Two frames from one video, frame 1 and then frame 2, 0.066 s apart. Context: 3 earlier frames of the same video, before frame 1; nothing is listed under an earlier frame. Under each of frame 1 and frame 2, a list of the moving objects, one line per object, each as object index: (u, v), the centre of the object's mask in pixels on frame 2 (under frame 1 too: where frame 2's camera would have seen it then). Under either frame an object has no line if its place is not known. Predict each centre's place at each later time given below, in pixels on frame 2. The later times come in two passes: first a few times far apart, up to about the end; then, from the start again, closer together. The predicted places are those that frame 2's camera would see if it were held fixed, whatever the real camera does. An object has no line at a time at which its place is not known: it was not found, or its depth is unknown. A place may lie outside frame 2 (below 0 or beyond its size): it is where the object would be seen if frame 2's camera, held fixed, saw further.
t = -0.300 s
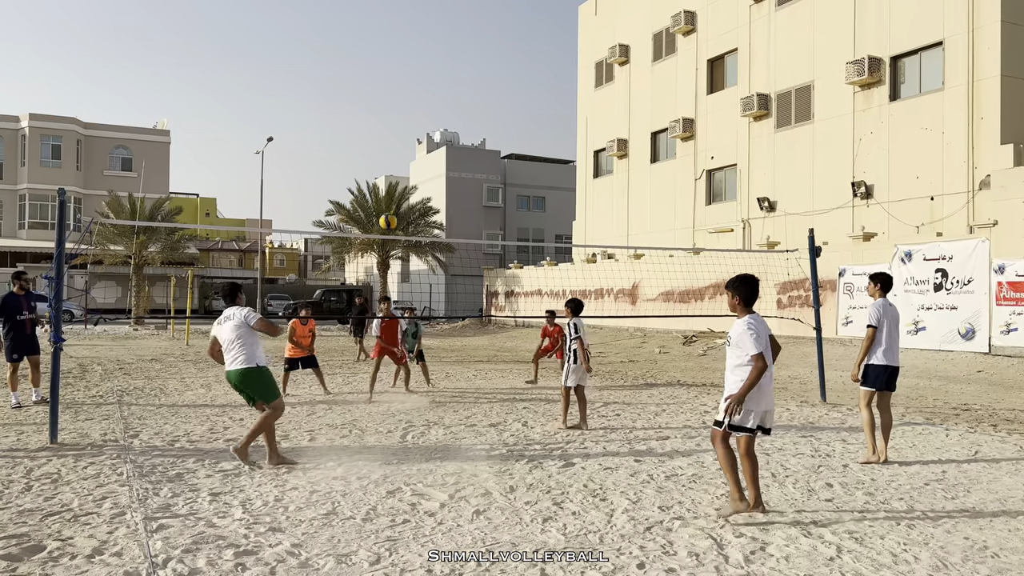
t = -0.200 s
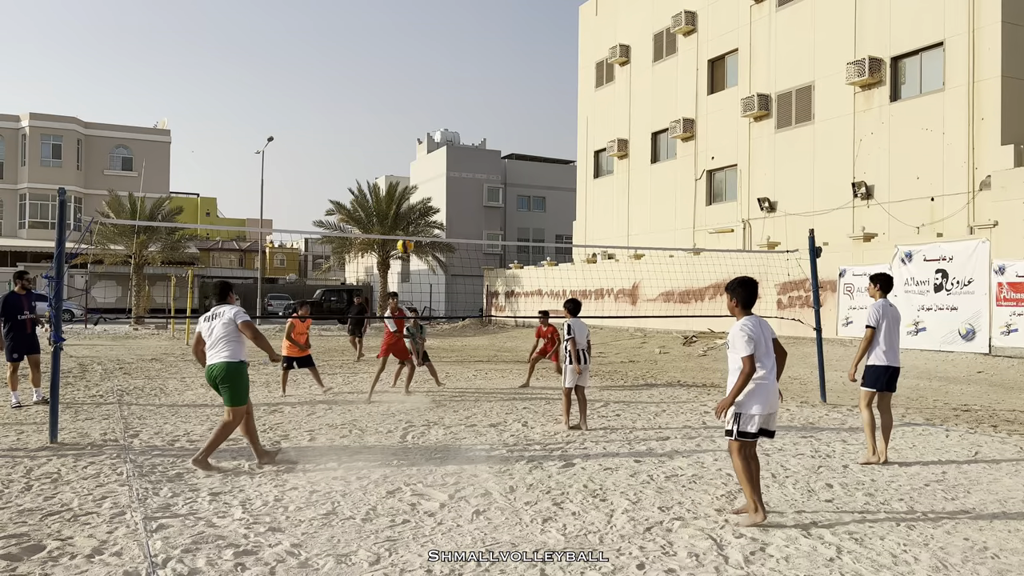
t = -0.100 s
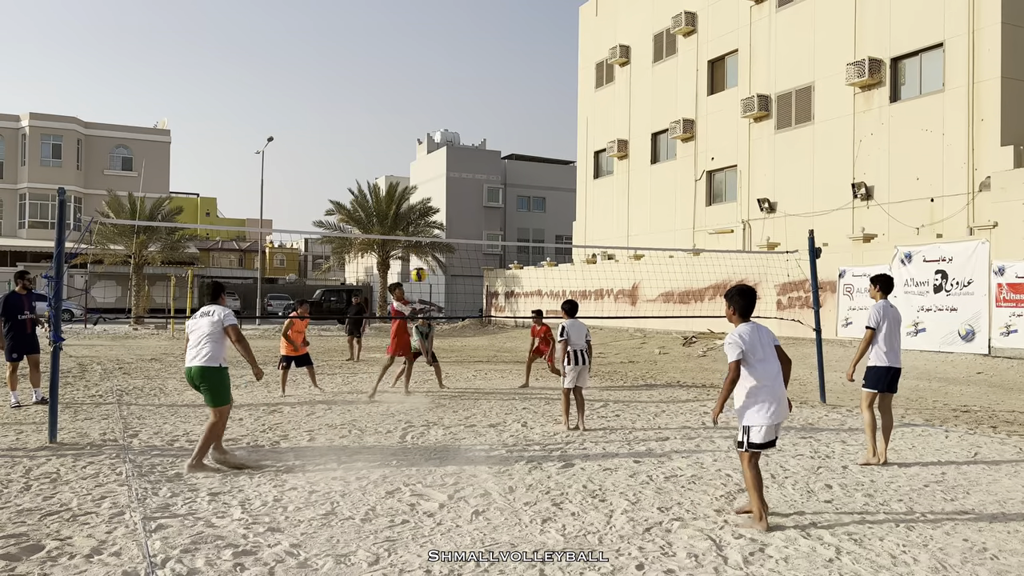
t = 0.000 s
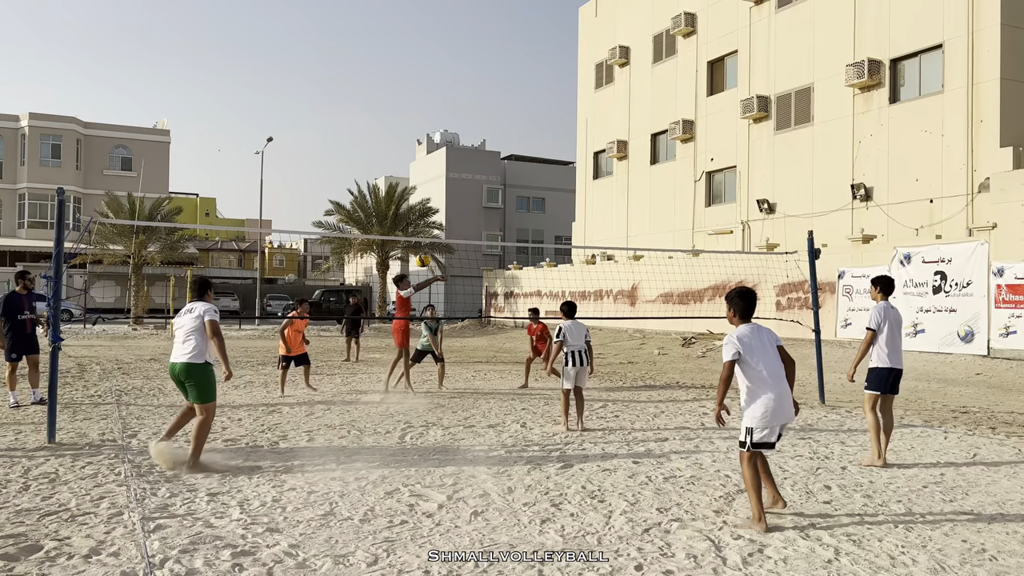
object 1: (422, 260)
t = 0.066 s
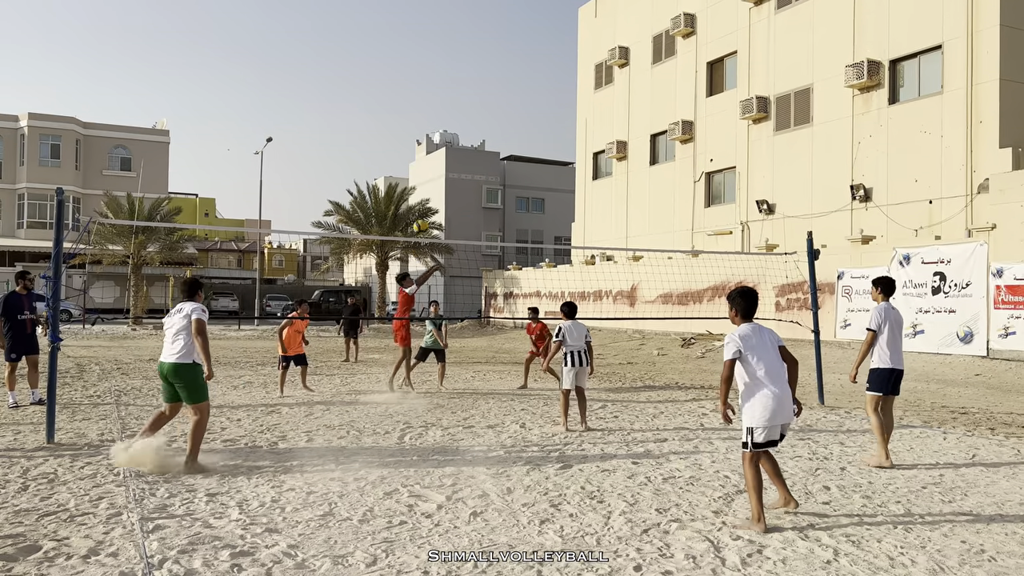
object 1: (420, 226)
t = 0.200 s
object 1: (417, 170)
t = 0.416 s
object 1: (412, 102)
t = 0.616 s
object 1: (406, 67)
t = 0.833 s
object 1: (400, 62)
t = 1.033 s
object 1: (393, 87)
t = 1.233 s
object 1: (386, 141)
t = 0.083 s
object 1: (420, 218)
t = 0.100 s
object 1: (419, 210)
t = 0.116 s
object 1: (420, 204)
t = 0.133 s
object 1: (420, 197)
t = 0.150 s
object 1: (418, 190)
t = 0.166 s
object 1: (418, 183)
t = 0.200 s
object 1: (417, 170)
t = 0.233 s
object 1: (416, 157)
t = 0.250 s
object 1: (416, 151)
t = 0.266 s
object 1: (416, 146)
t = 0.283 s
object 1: (415, 140)
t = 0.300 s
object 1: (415, 134)
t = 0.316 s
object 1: (414, 129)
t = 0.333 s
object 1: (414, 124)
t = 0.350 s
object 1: (414, 119)
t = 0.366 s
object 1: (413, 115)
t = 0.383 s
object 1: (413, 110)
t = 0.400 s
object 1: (413, 106)
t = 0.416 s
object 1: (412, 102)
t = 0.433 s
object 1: (411, 98)
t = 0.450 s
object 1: (411, 94)
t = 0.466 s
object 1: (411, 91)
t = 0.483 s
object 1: (410, 87)
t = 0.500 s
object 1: (410, 84)
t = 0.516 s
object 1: (409, 81)
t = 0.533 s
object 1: (409, 78)
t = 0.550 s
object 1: (408, 76)
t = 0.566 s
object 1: (408, 73)
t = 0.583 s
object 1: (407, 71)
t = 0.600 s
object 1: (407, 69)
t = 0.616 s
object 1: (406, 67)
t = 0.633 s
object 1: (406, 66)
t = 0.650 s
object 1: (405, 65)
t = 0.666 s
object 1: (405, 63)
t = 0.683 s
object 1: (404, 62)
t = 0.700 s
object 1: (404, 62)
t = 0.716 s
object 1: (403, 61)
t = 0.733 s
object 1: (403, 60)
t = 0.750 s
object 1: (402, 60)
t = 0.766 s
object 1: (401, 60)
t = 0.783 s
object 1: (401, 60)
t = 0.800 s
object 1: (401, 61)
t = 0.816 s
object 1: (400, 61)
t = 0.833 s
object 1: (400, 62)
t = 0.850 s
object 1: (399, 63)
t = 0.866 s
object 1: (399, 64)
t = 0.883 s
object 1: (398, 65)
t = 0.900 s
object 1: (397, 67)
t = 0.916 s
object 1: (397, 69)
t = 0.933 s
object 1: (396, 71)
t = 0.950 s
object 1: (396, 73)
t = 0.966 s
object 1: (395, 75)
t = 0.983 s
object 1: (395, 78)
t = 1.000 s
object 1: (394, 81)
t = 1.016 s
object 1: (394, 84)
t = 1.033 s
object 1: (393, 87)
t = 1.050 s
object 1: (393, 90)
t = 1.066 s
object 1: (392, 94)
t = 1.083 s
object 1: (392, 98)
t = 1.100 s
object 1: (391, 102)
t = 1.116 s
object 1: (390, 106)
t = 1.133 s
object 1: (390, 111)
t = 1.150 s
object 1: (389, 115)
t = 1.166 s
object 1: (388, 120)
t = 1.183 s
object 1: (388, 125)
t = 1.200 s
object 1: (387, 130)
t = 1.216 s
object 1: (387, 136)
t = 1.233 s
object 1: (386, 141)
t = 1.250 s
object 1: (385, 147)
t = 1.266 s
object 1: (385, 153)
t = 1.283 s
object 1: (384, 160)
